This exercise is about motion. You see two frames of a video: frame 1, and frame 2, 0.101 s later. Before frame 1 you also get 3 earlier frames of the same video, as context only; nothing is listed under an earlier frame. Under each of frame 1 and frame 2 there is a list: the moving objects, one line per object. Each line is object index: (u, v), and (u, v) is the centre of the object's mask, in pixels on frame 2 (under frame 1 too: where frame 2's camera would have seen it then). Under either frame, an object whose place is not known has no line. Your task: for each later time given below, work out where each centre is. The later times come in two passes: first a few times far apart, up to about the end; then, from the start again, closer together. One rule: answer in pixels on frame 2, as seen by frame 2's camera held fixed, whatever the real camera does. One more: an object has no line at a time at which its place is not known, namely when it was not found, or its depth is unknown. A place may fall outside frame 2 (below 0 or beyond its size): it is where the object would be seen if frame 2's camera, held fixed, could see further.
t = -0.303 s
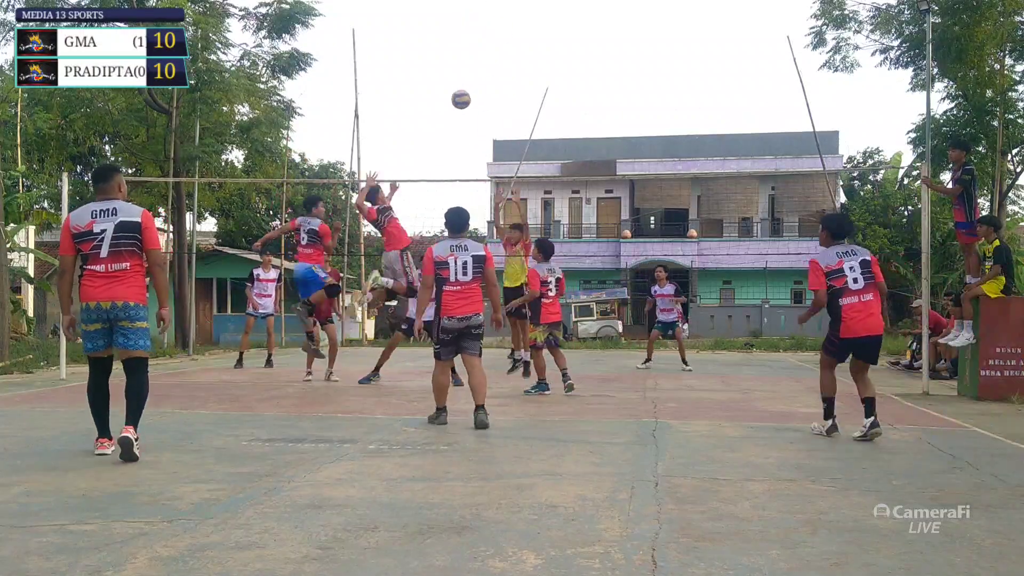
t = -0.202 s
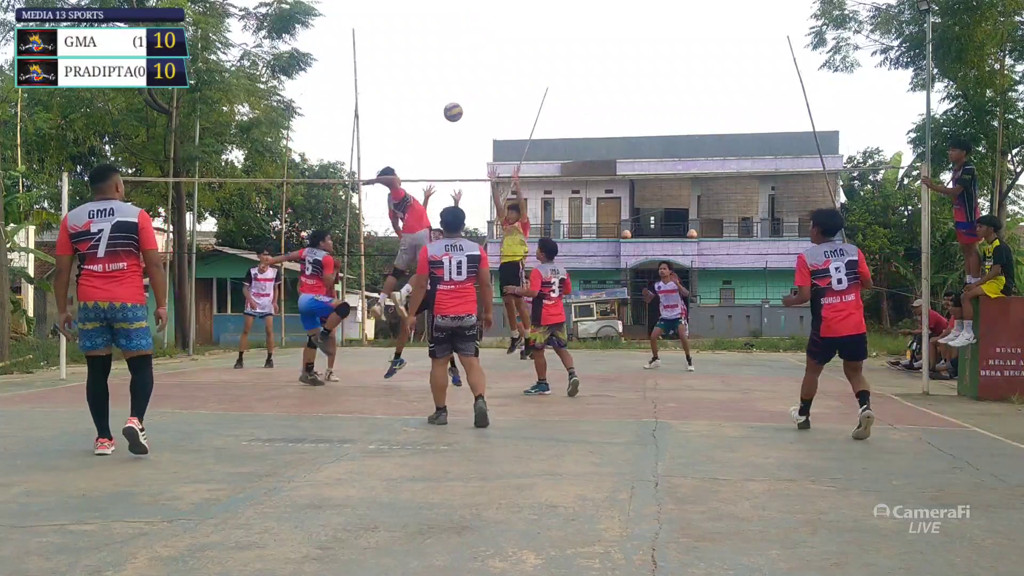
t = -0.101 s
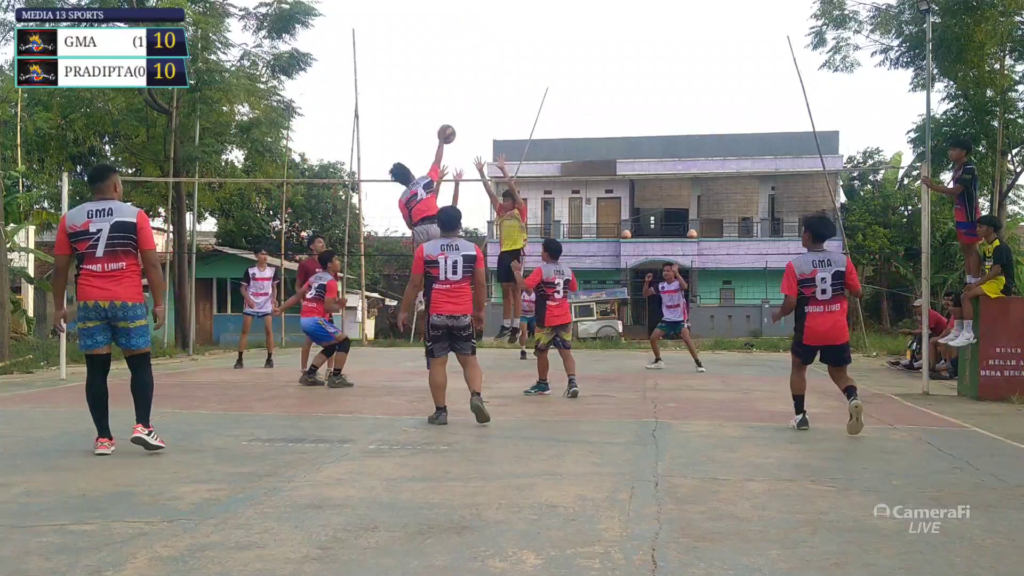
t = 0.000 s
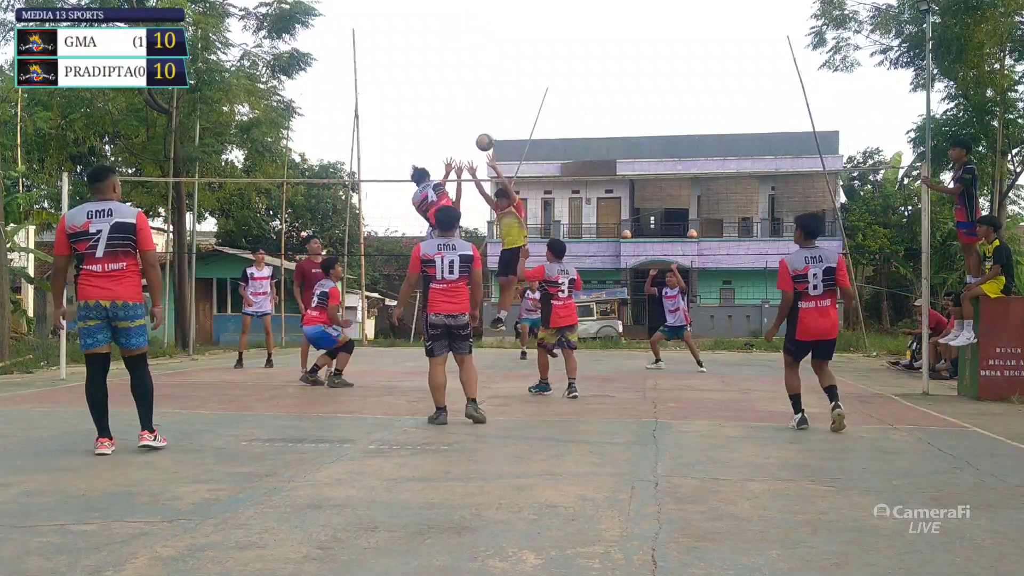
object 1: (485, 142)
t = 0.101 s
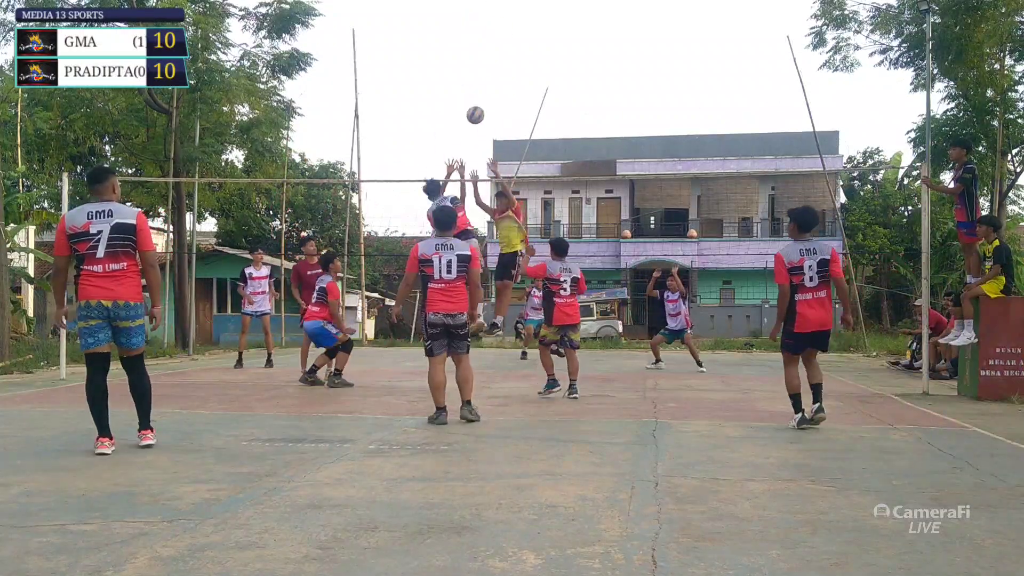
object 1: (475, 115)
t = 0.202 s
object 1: (466, 96)
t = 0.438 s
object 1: (444, 84)
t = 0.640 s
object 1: (423, 117)
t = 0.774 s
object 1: (411, 157)
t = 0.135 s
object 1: (472, 108)
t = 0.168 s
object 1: (469, 101)
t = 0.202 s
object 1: (466, 96)
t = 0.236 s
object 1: (463, 91)
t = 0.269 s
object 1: (460, 88)
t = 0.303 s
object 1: (456, 85)
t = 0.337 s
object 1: (453, 83)
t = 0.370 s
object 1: (450, 83)
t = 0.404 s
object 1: (447, 83)
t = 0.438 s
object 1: (444, 84)
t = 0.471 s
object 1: (441, 86)
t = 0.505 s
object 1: (435, 93)
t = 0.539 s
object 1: (432, 97)
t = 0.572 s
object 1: (429, 103)
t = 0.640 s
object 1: (423, 117)
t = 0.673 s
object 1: (420, 126)
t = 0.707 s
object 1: (417, 135)
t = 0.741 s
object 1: (414, 146)
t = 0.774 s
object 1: (411, 157)
